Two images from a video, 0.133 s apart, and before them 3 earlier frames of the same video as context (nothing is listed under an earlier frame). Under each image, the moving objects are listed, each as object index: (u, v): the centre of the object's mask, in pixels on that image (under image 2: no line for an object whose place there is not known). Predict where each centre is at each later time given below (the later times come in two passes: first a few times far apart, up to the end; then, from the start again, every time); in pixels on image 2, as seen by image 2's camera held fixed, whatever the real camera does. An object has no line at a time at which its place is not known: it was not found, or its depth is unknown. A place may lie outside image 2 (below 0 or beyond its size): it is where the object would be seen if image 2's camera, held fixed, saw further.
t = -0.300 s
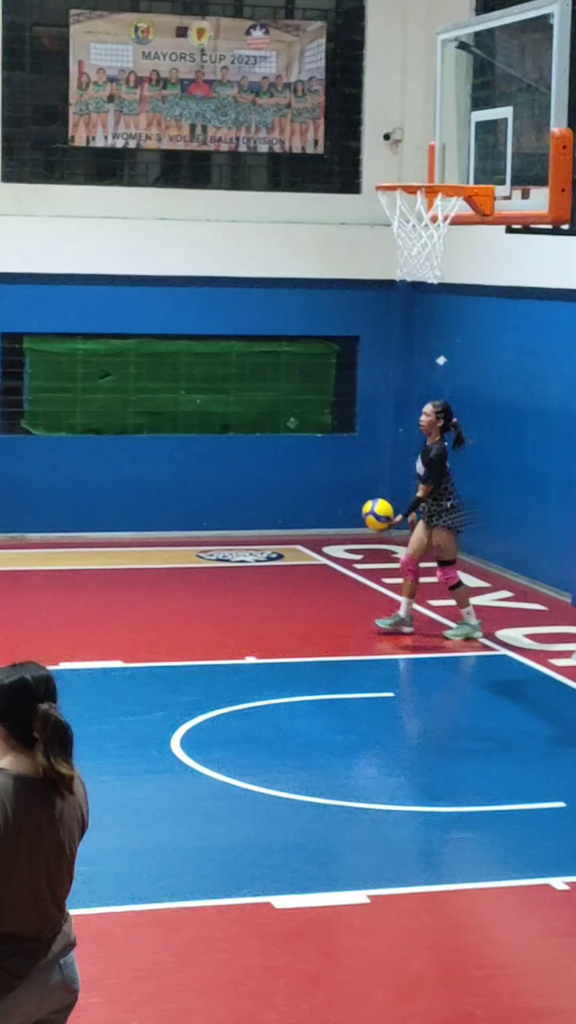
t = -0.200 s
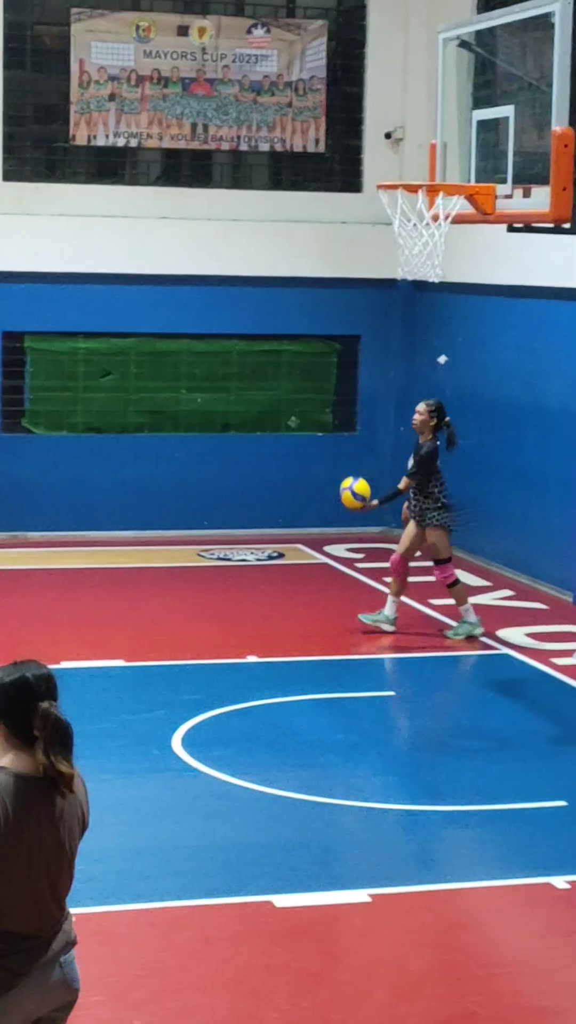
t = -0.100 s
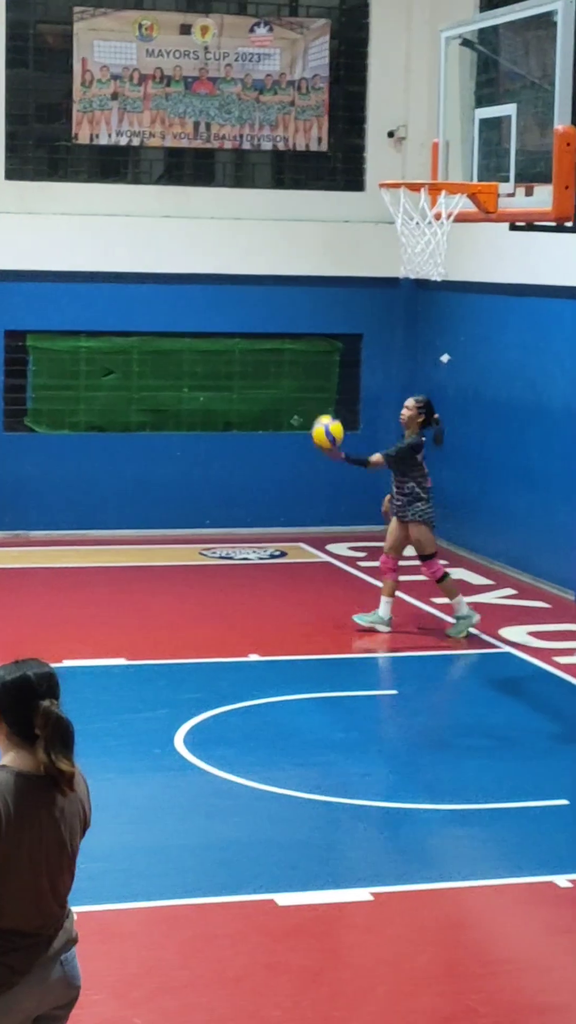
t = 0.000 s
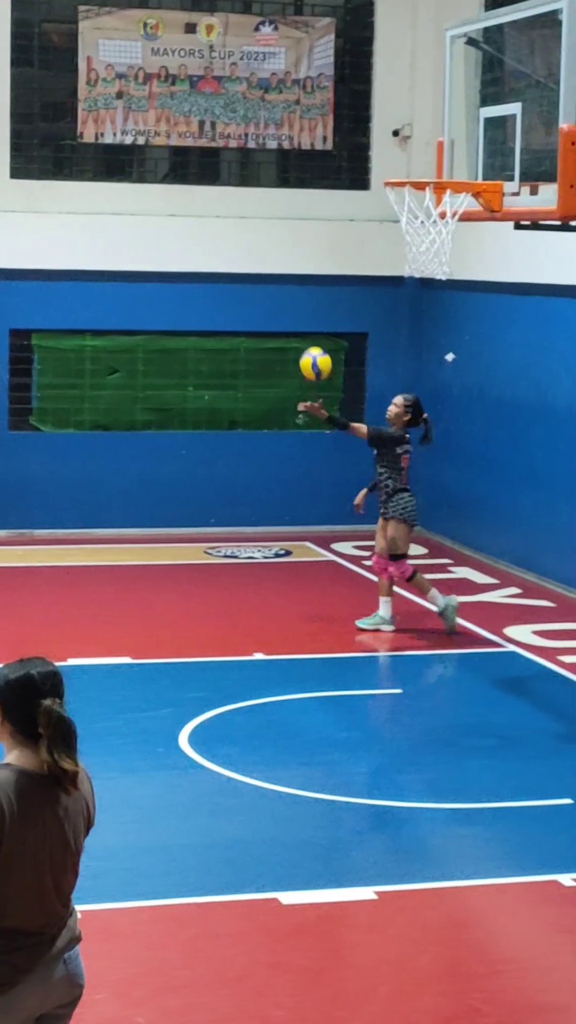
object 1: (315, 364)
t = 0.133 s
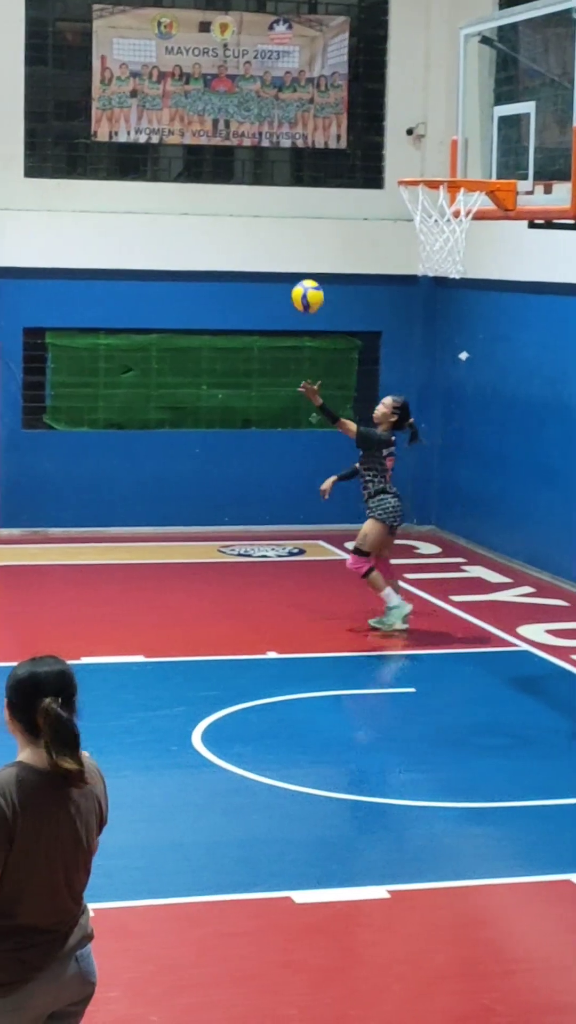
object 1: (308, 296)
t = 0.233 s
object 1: (291, 264)
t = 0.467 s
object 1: (253, 242)
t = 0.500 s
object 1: (247, 245)
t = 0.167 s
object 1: (302, 284)
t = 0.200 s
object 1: (297, 273)
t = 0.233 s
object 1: (291, 264)
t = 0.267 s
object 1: (286, 256)
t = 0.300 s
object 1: (280, 249)
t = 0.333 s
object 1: (275, 245)
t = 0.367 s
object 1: (269, 241)
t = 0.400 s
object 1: (264, 240)
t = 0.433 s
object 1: (258, 240)
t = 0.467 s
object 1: (253, 242)
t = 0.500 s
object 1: (247, 245)
